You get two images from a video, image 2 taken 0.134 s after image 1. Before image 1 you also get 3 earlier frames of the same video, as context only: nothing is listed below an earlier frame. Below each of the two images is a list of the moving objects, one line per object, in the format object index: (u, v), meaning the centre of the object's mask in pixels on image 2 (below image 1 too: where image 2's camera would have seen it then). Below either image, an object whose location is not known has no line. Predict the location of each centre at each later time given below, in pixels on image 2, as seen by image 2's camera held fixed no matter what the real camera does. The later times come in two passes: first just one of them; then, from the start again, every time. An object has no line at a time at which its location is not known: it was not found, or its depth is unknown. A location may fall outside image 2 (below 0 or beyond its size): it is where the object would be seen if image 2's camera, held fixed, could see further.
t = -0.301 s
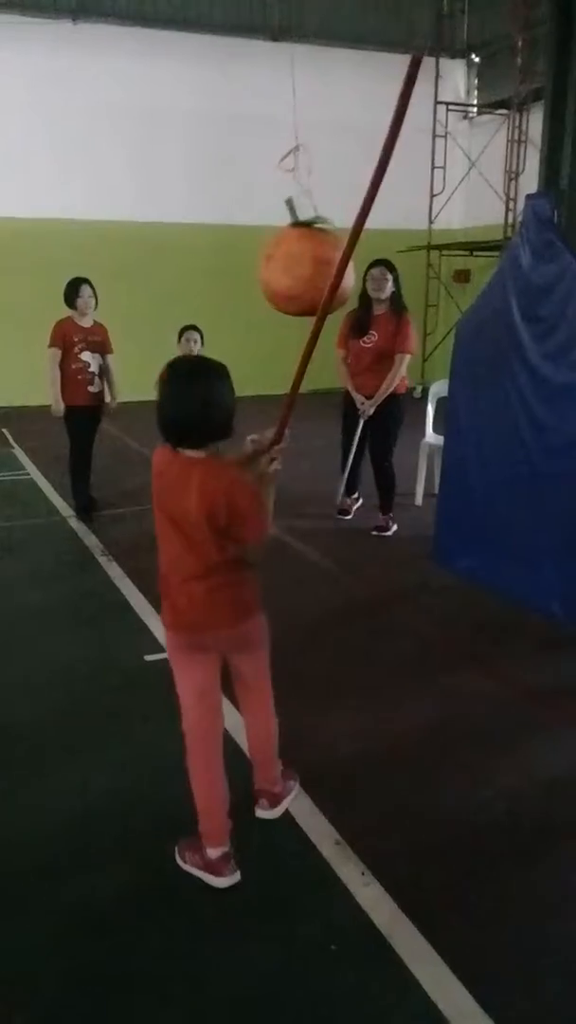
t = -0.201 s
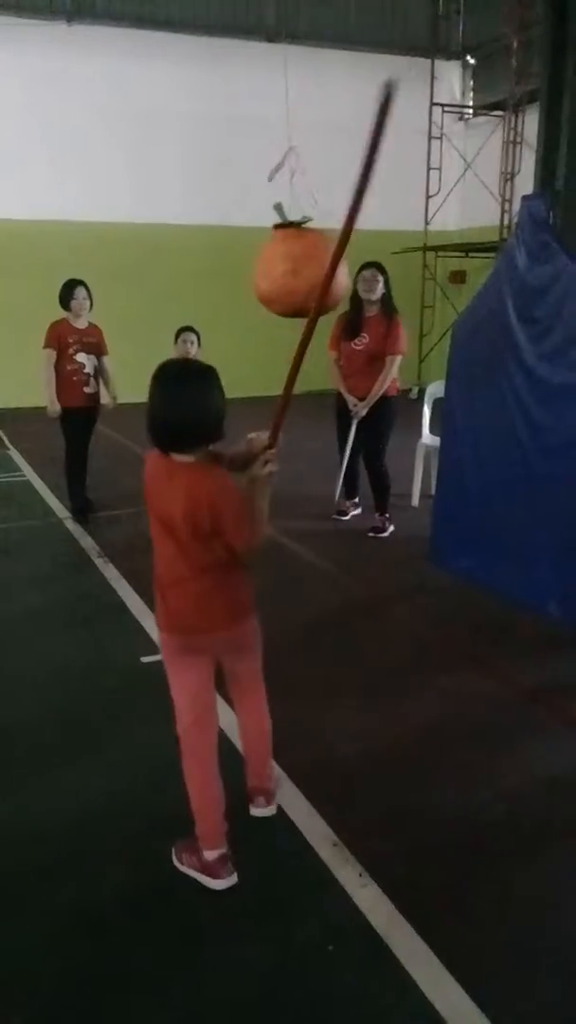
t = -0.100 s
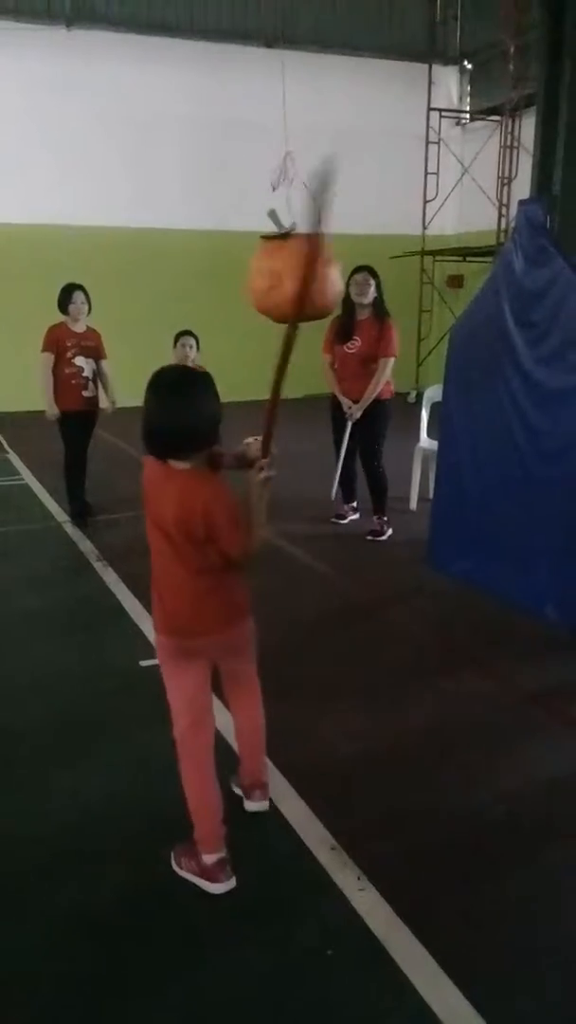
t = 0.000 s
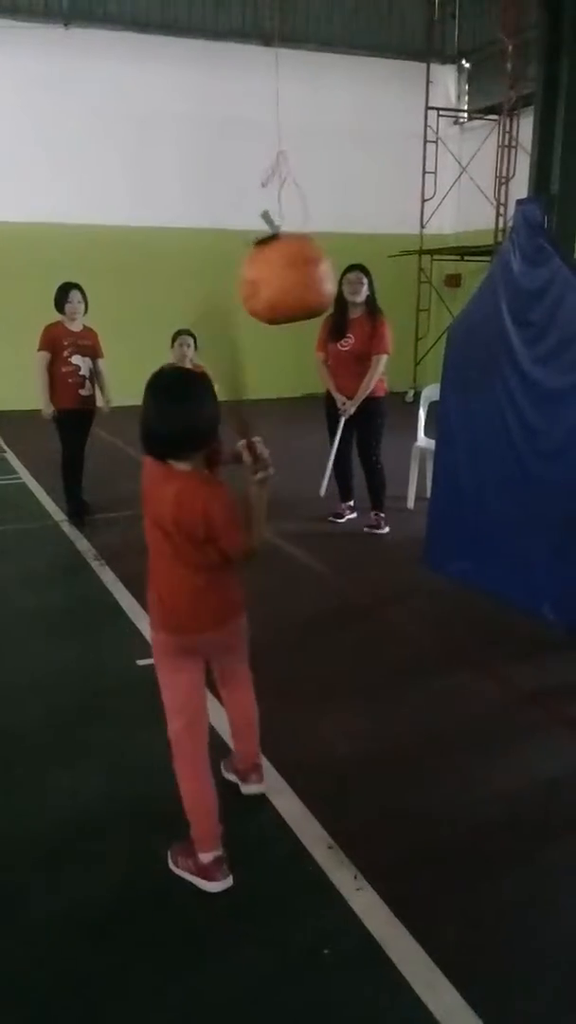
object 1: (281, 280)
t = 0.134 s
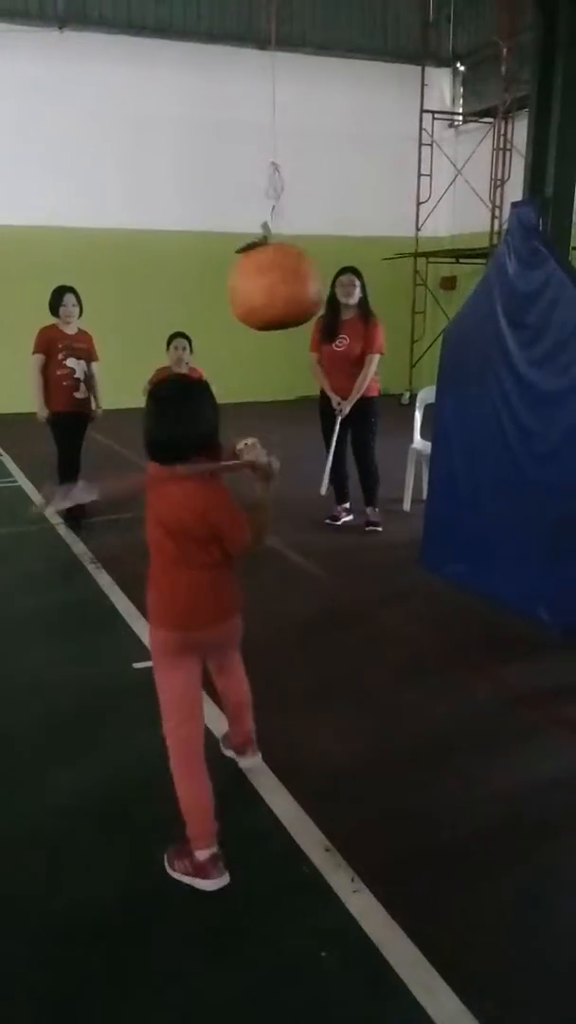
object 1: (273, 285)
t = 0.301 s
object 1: (264, 287)
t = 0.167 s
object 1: (271, 285)
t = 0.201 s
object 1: (270, 285)
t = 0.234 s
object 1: (268, 286)
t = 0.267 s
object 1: (266, 287)
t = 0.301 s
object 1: (264, 287)
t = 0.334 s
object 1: (262, 286)
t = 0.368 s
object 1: (261, 287)
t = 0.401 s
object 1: (260, 287)
